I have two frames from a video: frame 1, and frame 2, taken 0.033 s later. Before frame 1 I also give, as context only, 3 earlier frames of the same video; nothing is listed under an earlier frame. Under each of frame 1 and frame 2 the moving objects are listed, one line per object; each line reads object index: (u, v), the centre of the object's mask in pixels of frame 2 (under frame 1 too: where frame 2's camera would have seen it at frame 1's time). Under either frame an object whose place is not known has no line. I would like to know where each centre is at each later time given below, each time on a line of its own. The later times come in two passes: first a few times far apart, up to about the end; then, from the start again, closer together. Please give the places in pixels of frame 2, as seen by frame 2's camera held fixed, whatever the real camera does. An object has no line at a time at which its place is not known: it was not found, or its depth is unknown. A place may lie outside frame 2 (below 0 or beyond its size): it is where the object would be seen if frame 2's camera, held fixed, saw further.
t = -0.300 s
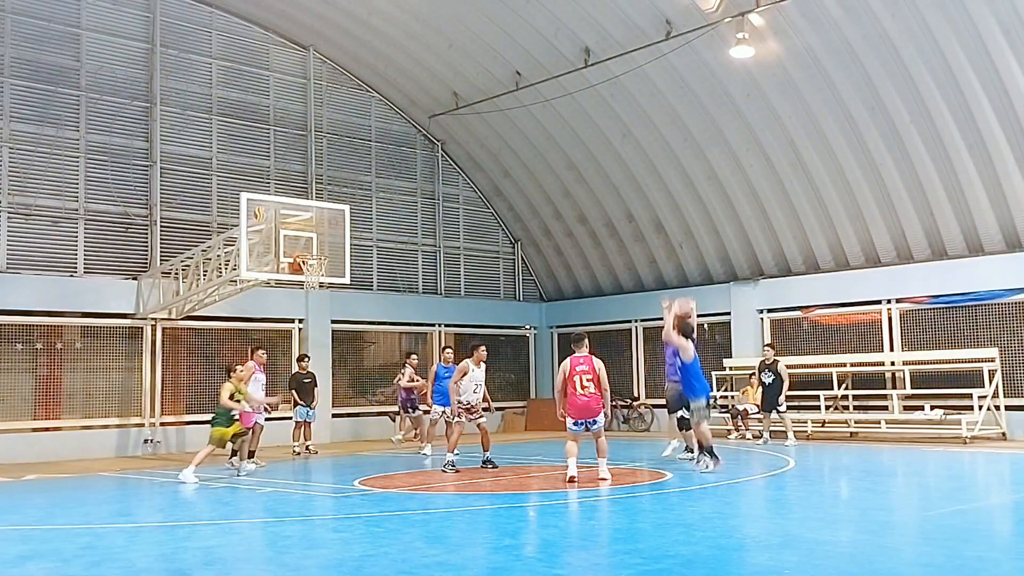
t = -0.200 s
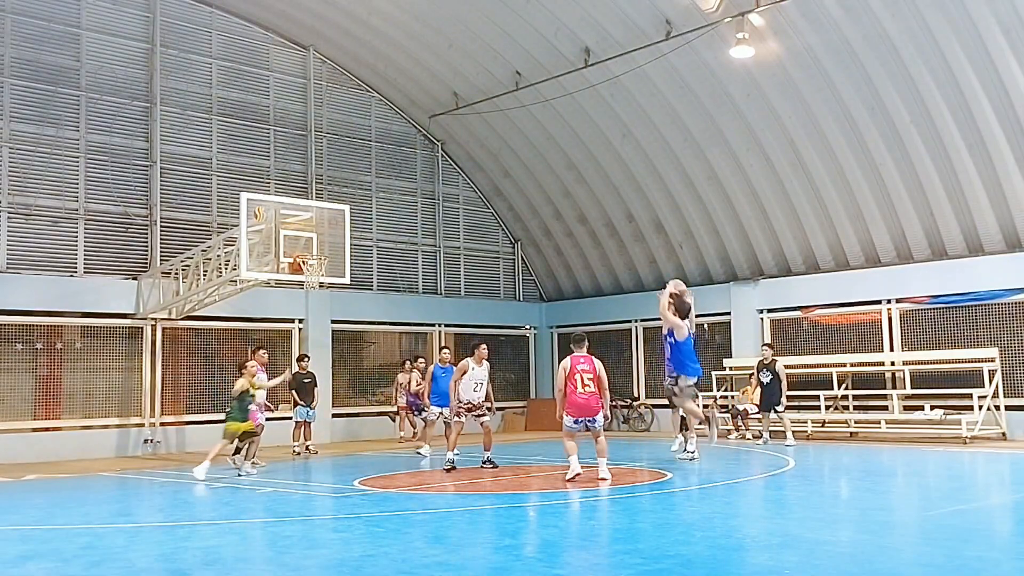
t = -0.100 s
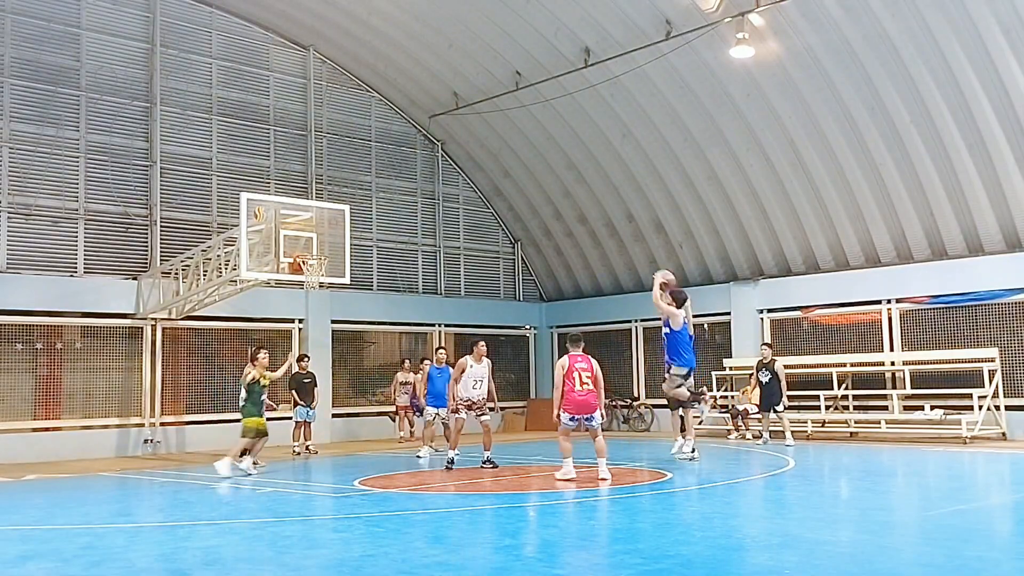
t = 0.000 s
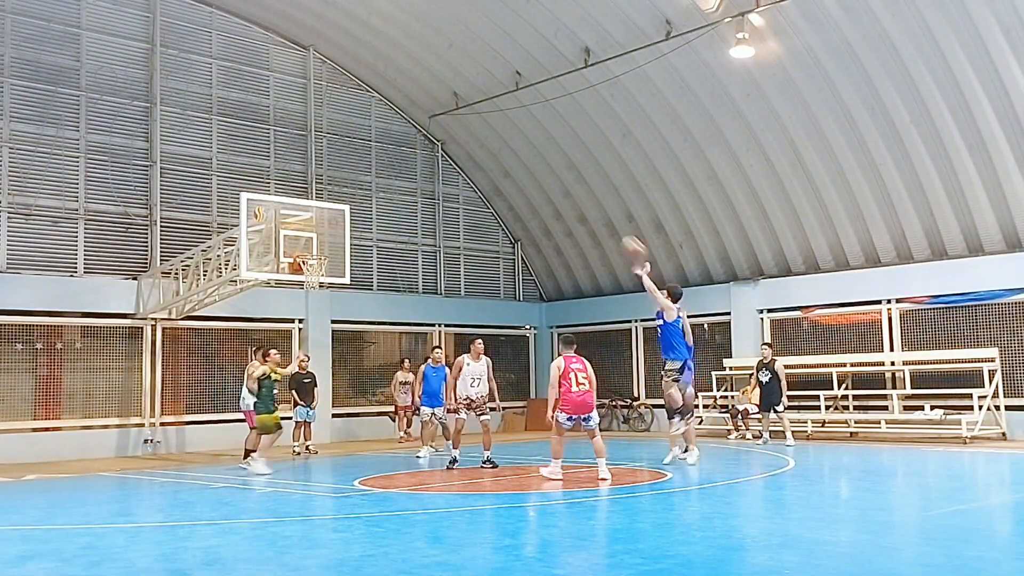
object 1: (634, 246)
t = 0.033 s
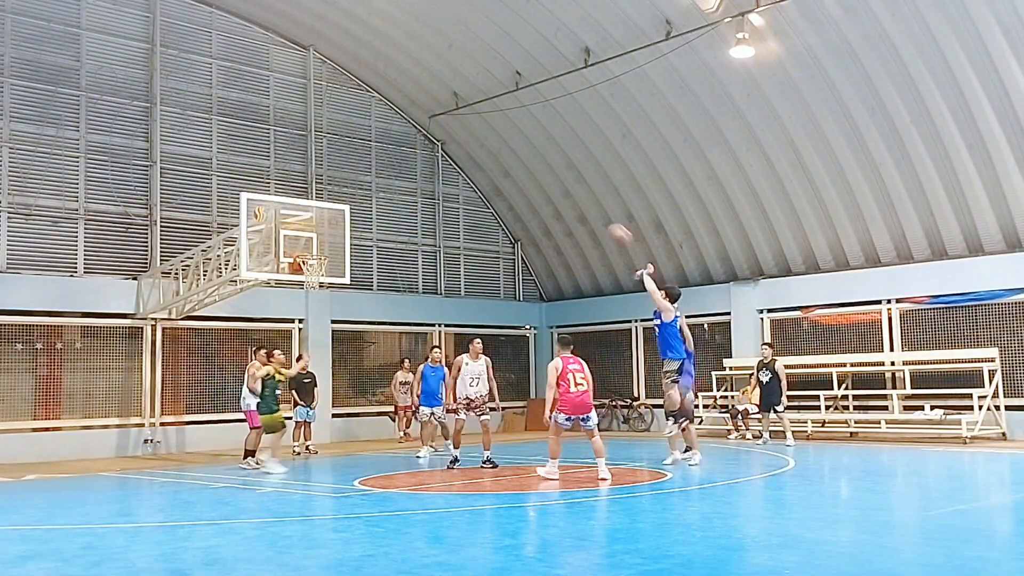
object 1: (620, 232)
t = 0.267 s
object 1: (533, 174)
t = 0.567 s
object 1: (435, 161)
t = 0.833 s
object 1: (360, 197)
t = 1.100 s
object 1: (304, 229)
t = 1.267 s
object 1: (296, 193)
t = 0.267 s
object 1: (533, 174)
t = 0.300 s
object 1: (520, 168)
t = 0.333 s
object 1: (509, 165)
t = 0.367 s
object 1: (498, 162)
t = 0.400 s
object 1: (487, 160)
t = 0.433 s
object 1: (476, 158)
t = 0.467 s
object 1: (465, 158)
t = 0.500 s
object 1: (455, 159)
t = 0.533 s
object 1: (444, 159)
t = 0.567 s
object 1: (435, 161)
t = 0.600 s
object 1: (426, 162)
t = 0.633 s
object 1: (416, 165)
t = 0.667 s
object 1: (407, 170)
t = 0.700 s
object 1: (396, 173)
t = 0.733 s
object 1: (386, 179)
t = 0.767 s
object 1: (378, 184)
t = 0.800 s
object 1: (369, 191)
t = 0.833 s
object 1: (360, 197)
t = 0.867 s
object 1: (353, 205)
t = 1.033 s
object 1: (309, 248)
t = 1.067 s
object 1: (307, 240)
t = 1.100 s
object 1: (304, 229)
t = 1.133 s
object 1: (302, 221)
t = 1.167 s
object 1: (300, 213)
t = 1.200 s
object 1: (298, 205)
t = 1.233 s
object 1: (296, 198)
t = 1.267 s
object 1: (296, 193)
